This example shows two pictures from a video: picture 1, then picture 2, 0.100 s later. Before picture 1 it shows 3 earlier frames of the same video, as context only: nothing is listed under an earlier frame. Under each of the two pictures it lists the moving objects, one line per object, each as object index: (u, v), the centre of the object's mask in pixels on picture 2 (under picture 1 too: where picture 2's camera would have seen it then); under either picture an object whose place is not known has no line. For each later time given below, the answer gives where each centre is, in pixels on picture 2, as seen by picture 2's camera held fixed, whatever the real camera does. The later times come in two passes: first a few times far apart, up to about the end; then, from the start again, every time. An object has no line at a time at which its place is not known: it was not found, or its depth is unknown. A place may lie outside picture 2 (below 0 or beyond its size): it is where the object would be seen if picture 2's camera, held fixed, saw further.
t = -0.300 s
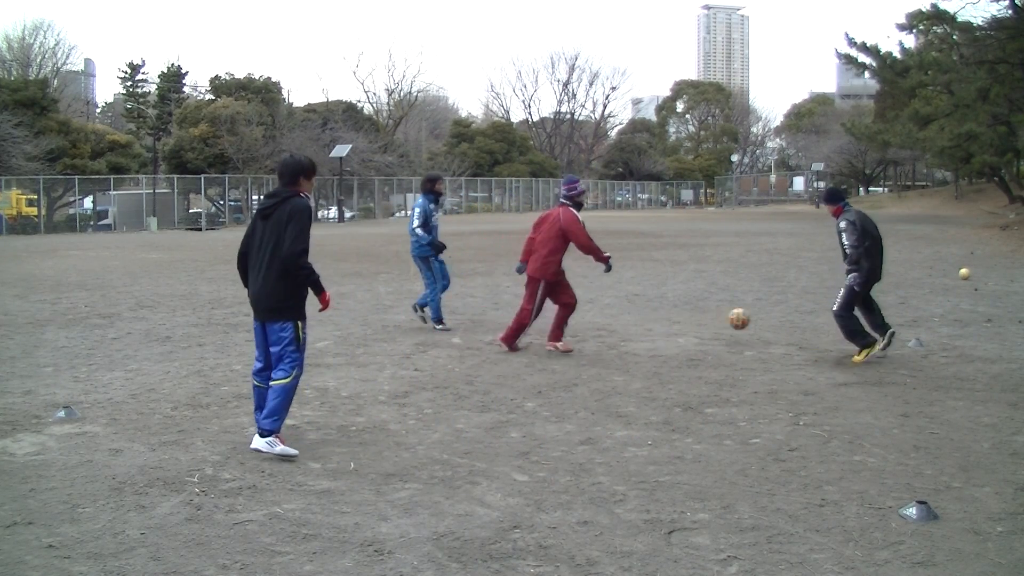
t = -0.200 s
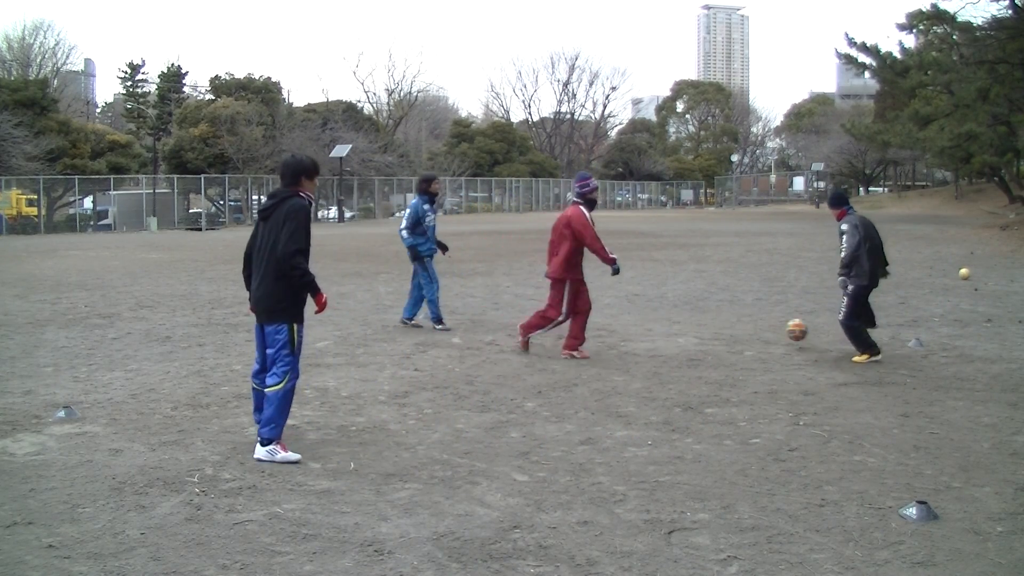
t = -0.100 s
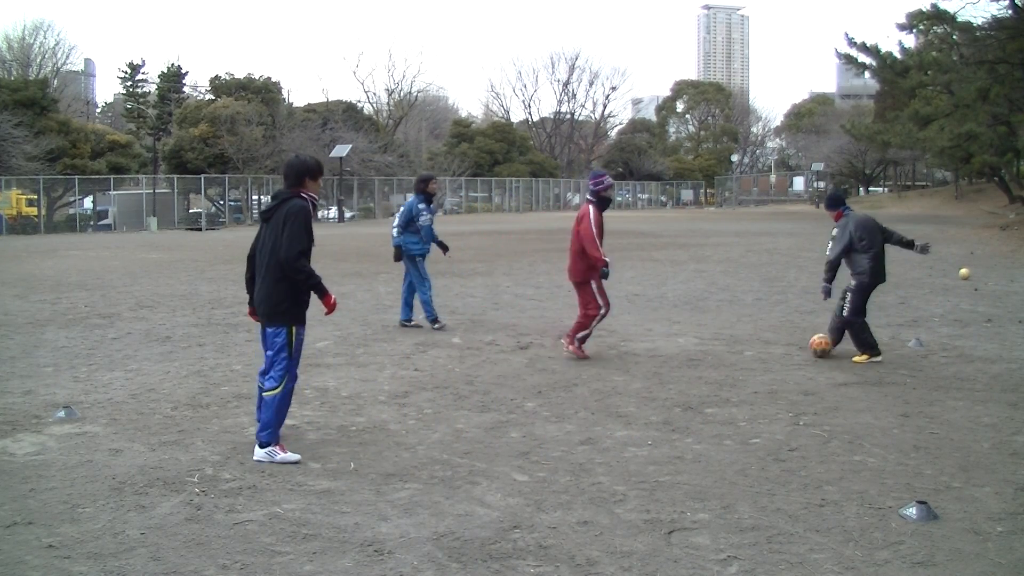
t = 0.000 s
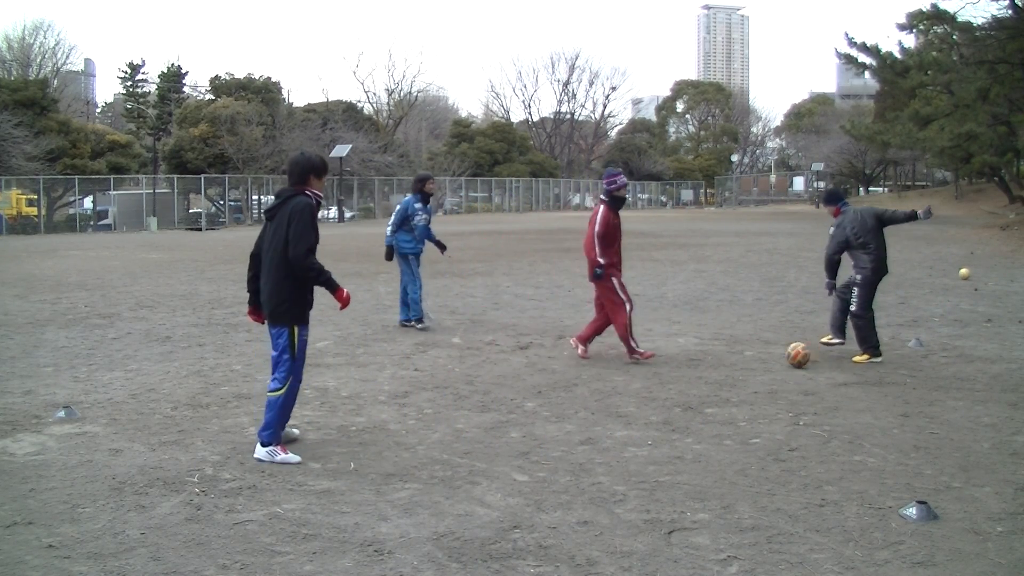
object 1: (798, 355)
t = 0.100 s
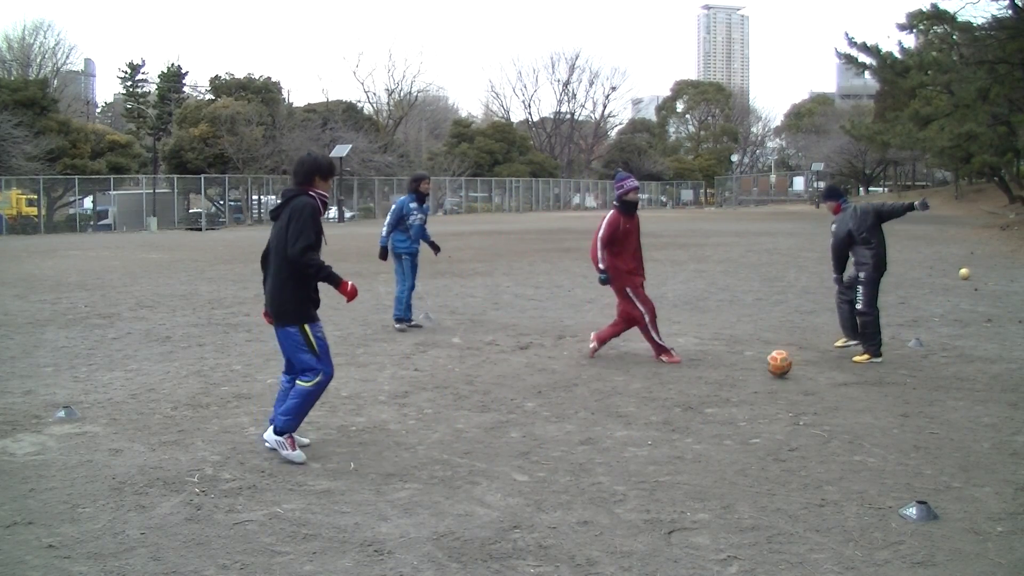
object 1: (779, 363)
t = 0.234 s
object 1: (756, 376)
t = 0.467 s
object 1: (721, 413)
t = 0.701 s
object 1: (675, 449)
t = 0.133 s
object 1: (773, 367)
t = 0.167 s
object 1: (766, 372)
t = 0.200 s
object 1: (760, 377)
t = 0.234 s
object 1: (756, 376)
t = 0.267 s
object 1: (752, 376)
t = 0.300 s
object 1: (748, 379)
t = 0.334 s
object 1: (742, 383)
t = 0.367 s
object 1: (737, 389)
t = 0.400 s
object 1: (732, 397)
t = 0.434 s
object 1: (726, 408)
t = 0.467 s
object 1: (721, 413)
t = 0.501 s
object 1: (715, 417)
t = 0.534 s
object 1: (709, 424)
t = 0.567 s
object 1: (702, 433)
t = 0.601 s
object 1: (696, 436)
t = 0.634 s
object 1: (690, 438)
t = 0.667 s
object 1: (682, 442)
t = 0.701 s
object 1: (675, 449)
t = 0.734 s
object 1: (667, 458)
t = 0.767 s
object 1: (659, 471)
